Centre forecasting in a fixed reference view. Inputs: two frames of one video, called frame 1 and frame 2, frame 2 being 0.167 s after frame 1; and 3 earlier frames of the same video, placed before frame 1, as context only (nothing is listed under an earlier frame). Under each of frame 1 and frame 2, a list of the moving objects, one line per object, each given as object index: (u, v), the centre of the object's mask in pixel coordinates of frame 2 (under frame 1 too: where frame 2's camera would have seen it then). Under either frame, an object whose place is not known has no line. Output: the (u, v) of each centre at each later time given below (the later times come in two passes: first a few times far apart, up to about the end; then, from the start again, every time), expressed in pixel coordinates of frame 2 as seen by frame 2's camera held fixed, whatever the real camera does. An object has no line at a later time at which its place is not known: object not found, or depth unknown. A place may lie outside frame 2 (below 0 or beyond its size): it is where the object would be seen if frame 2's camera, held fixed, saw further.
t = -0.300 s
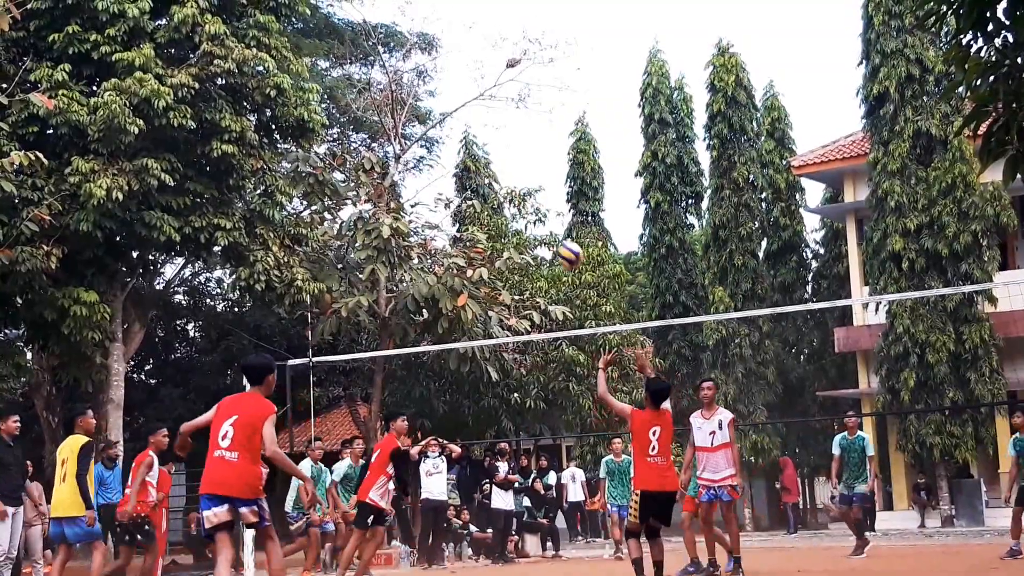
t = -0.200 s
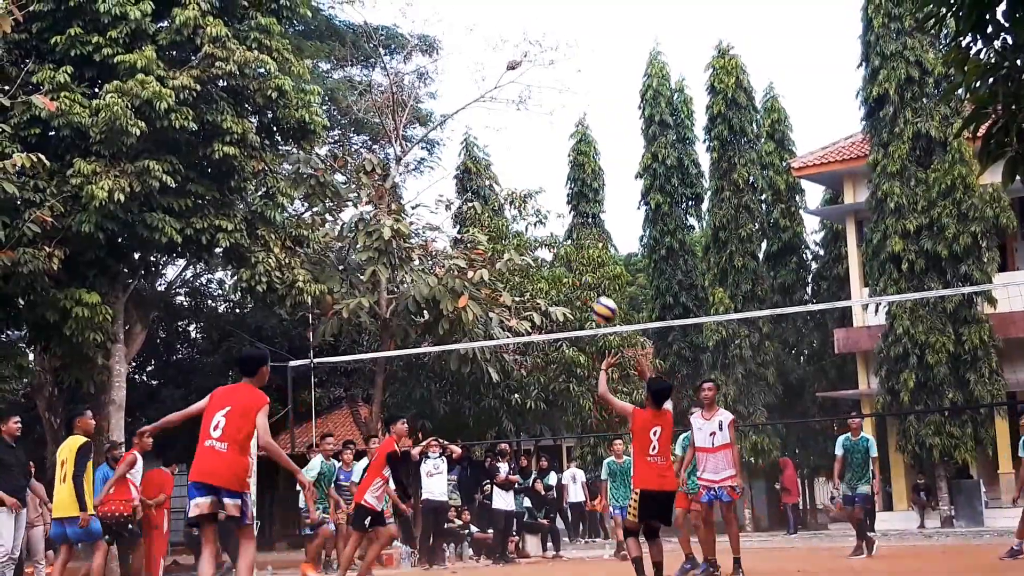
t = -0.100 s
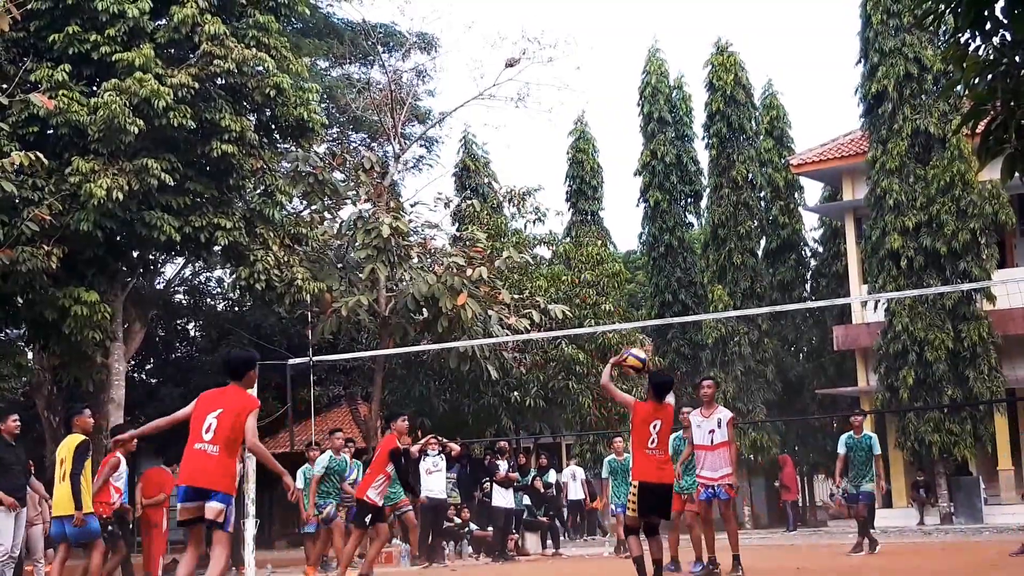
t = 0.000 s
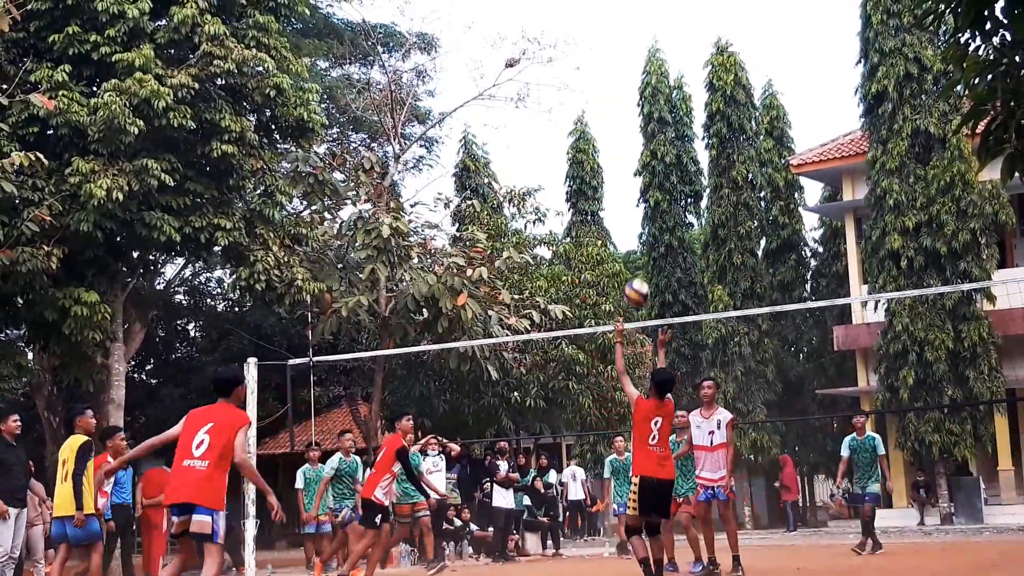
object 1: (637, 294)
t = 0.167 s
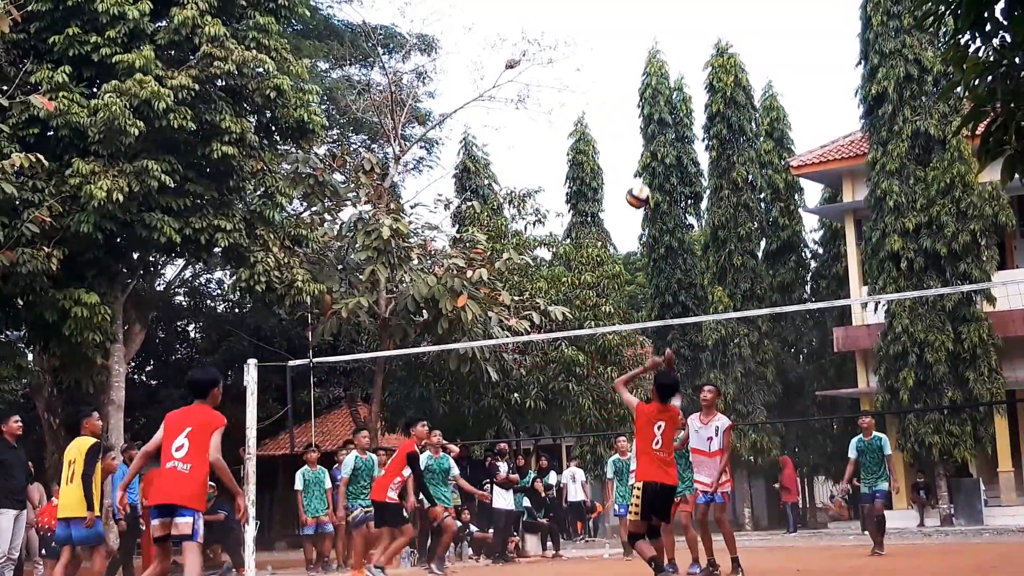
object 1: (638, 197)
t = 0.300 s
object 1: (641, 146)
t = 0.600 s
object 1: (647, 109)
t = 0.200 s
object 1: (639, 182)
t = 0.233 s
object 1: (640, 168)
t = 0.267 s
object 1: (640, 157)
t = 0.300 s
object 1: (641, 146)
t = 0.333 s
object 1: (642, 136)
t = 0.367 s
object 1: (642, 128)
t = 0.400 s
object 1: (643, 122)
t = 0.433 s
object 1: (643, 117)
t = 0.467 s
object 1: (644, 113)
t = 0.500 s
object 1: (645, 110)
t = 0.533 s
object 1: (646, 109)
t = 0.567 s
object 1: (647, 108)
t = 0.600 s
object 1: (647, 109)
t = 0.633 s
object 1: (648, 111)
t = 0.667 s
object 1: (649, 113)
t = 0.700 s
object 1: (650, 118)
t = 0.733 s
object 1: (652, 124)
